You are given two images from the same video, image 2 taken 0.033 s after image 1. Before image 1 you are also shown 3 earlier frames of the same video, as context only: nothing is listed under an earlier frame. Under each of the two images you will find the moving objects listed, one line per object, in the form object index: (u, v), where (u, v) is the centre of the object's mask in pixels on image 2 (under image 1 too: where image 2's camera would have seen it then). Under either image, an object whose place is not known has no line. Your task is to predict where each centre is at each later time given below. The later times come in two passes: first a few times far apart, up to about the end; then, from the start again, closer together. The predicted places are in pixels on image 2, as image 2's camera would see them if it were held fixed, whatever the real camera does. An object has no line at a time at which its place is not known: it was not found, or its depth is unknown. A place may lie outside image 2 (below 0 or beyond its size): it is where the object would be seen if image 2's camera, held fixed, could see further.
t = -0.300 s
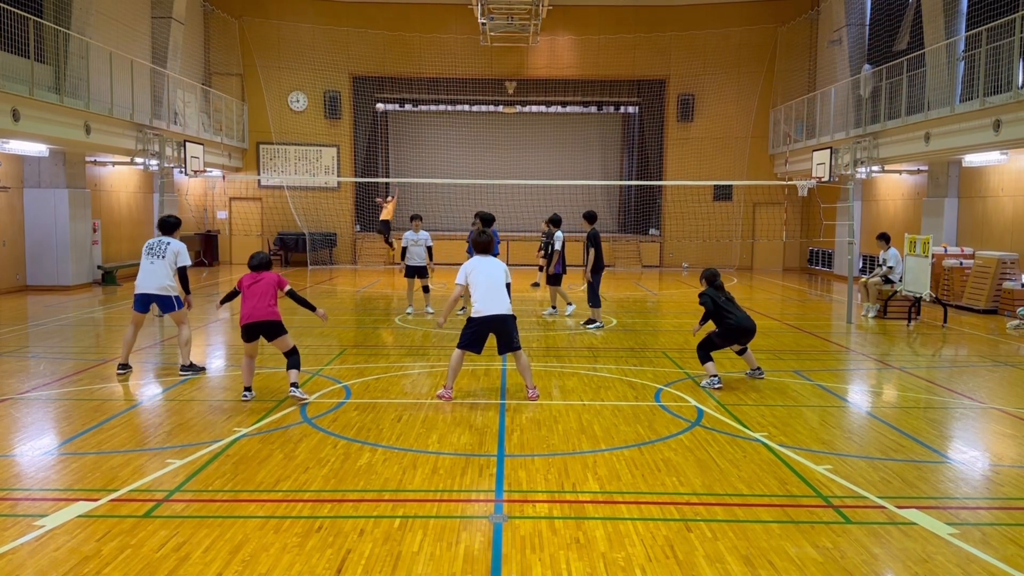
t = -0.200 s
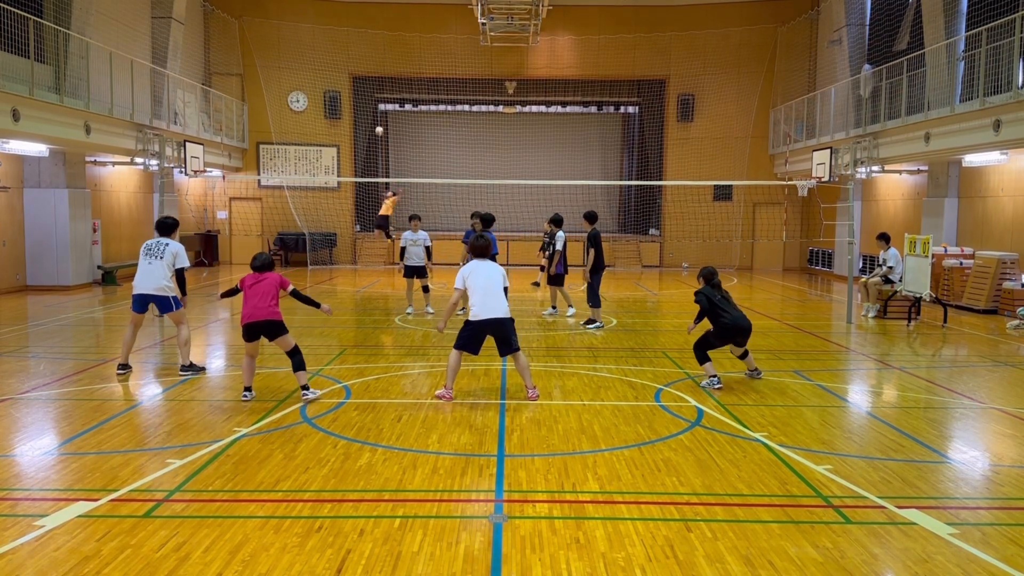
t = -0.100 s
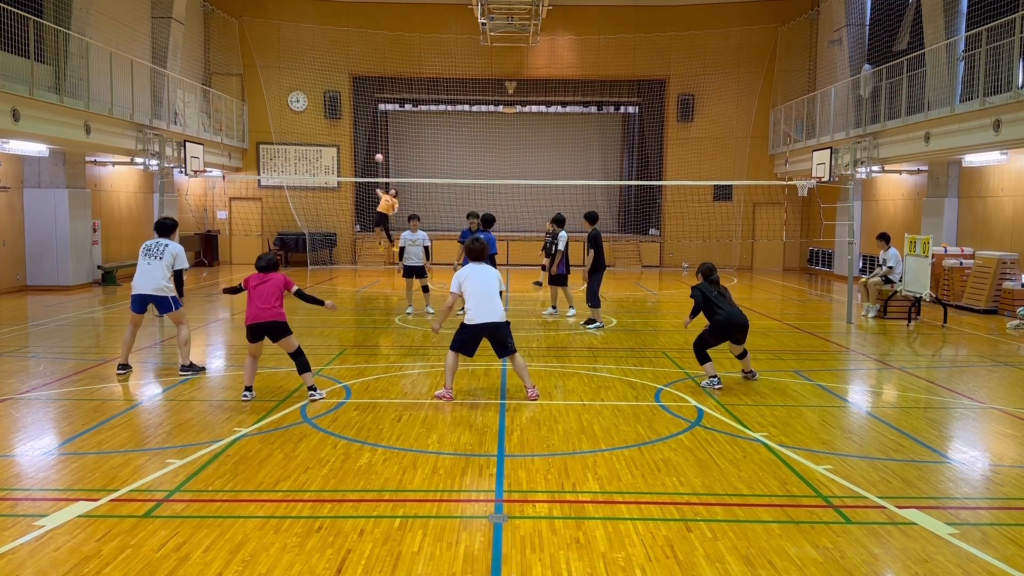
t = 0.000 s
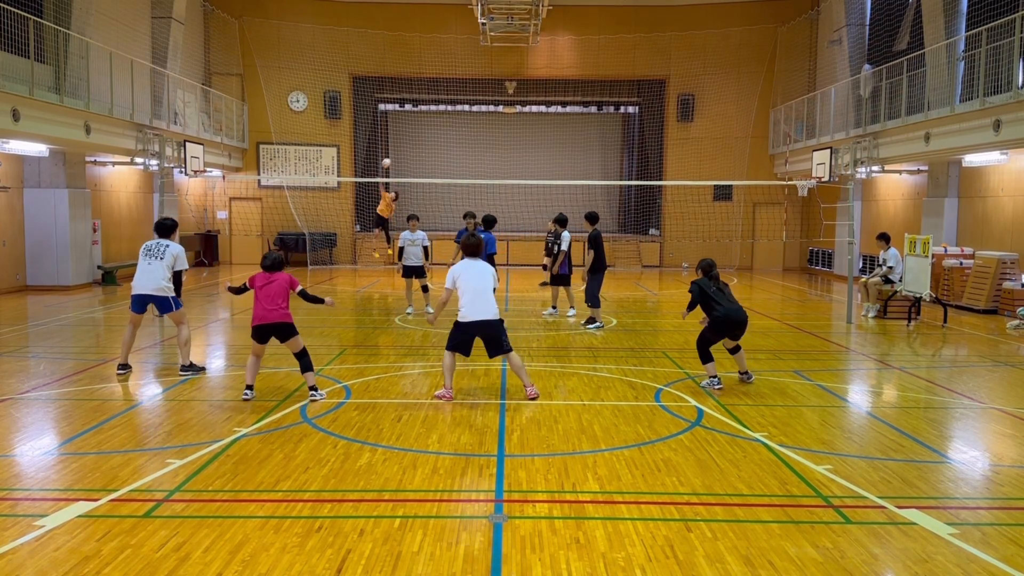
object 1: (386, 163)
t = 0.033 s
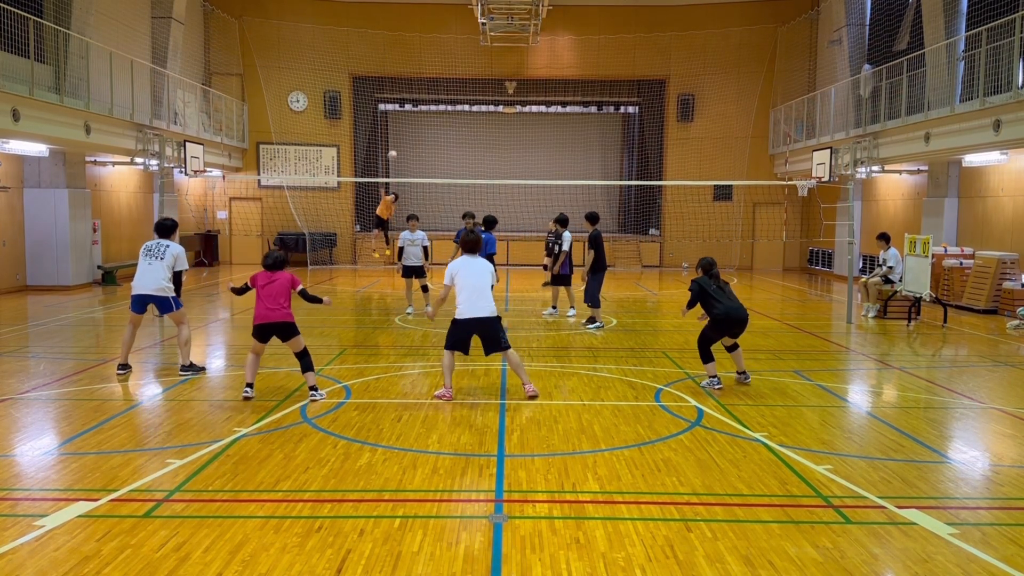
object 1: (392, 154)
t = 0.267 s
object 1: (450, 116)
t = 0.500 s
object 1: (547, 114)
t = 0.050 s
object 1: (395, 151)
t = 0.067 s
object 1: (398, 148)
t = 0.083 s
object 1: (402, 144)
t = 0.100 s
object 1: (405, 141)
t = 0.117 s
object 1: (410, 138)
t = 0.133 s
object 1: (414, 135)
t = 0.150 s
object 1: (418, 132)
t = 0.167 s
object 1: (422, 130)
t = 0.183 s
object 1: (426, 126)
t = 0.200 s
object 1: (430, 124)
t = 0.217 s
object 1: (435, 122)
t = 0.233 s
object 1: (440, 120)
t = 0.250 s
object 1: (446, 118)
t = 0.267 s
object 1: (450, 116)
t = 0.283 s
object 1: (457, 115)
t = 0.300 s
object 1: (462, 113)
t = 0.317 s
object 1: (467, 114)
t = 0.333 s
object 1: (474, 111)
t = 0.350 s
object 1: (480, 113)
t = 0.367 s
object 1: (485, 110)
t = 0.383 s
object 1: (492, 109)
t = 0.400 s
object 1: (500, 108)
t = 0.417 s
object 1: (506, 110)
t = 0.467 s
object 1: (530, 111)
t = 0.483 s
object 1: (537, 114)
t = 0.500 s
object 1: (547, 114)
